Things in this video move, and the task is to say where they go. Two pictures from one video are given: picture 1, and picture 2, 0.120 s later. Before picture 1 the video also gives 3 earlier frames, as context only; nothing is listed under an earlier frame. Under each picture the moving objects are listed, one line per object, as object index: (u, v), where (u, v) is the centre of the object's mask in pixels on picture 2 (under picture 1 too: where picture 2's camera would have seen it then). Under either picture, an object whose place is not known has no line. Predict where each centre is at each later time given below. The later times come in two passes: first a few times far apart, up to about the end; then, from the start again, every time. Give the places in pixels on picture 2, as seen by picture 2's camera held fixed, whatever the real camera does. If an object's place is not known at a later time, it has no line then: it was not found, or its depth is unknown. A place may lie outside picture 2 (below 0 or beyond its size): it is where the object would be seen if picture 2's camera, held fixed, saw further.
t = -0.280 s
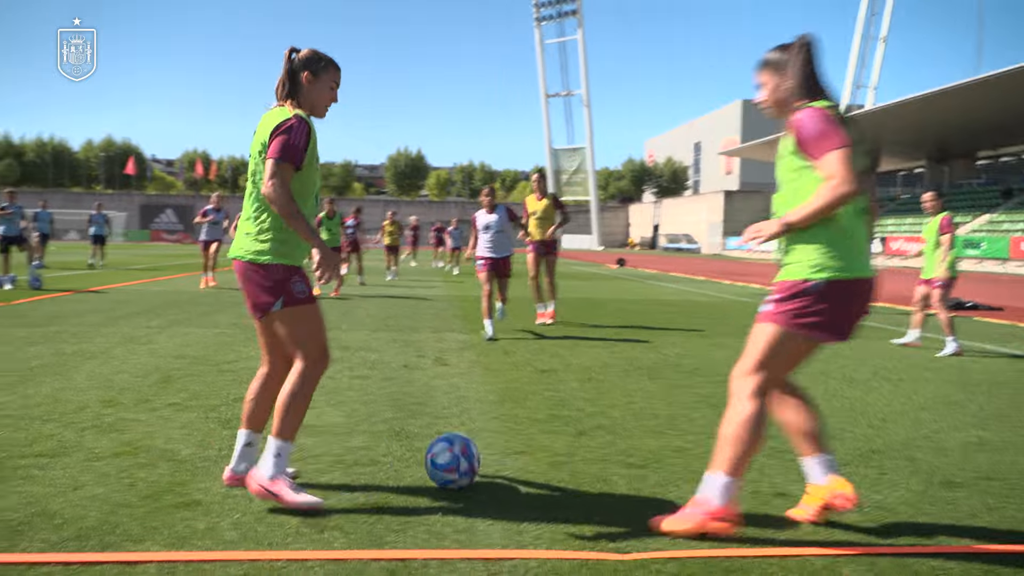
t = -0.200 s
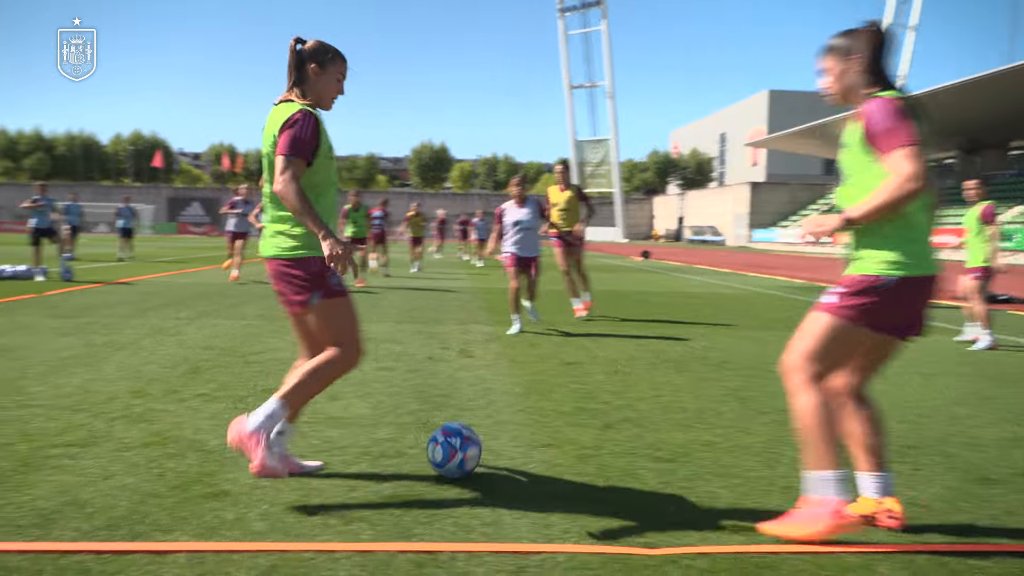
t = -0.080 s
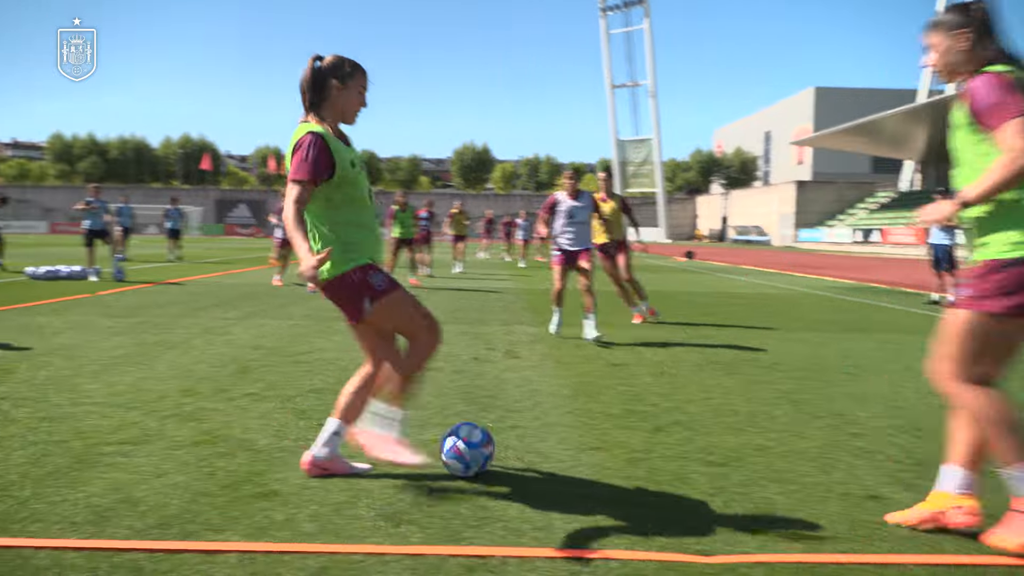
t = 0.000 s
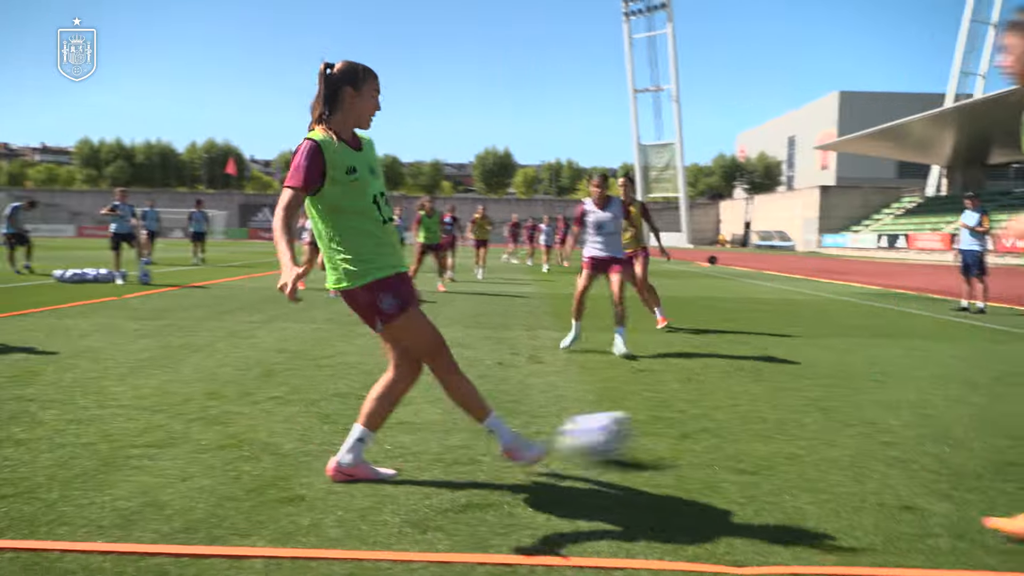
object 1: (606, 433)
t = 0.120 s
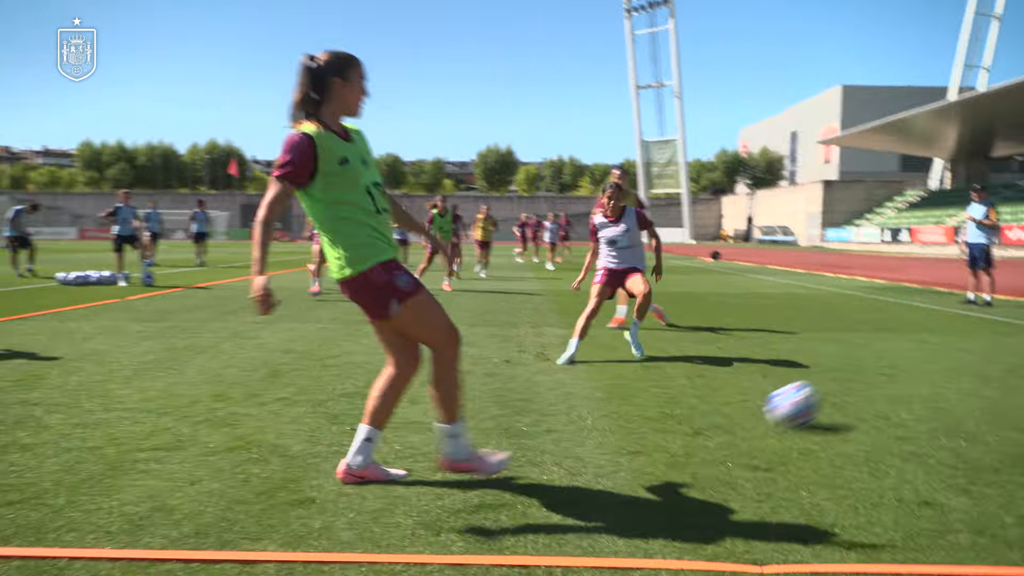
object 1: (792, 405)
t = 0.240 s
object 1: (923, 383)
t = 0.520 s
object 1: (1109, 358)
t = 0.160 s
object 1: (839, 395)
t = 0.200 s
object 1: (883, 388)
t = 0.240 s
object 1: (923, 383)
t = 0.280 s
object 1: (955, 379)
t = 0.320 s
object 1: (987, 375)
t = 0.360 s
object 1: (1016, 370)
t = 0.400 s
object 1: (1042, 368)
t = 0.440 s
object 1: (1068, 364)
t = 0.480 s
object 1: (1090, 360)
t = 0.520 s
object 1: (1109, 358)
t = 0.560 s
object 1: (1129, 356)
